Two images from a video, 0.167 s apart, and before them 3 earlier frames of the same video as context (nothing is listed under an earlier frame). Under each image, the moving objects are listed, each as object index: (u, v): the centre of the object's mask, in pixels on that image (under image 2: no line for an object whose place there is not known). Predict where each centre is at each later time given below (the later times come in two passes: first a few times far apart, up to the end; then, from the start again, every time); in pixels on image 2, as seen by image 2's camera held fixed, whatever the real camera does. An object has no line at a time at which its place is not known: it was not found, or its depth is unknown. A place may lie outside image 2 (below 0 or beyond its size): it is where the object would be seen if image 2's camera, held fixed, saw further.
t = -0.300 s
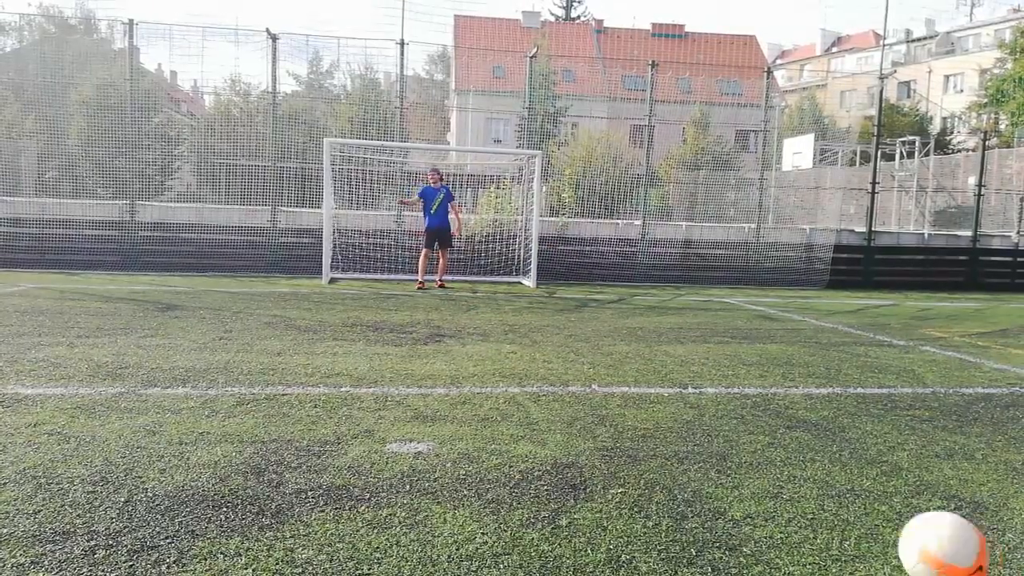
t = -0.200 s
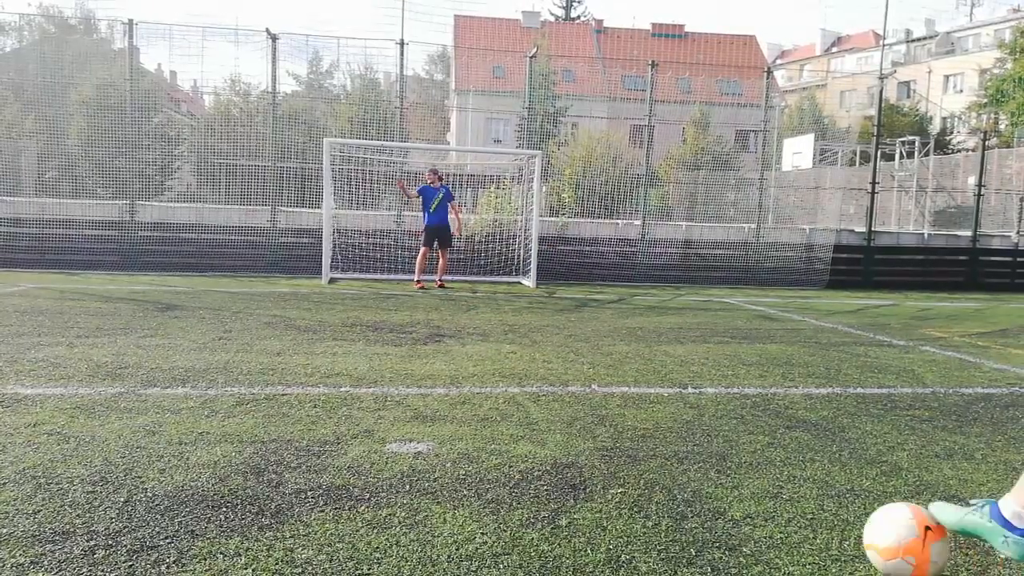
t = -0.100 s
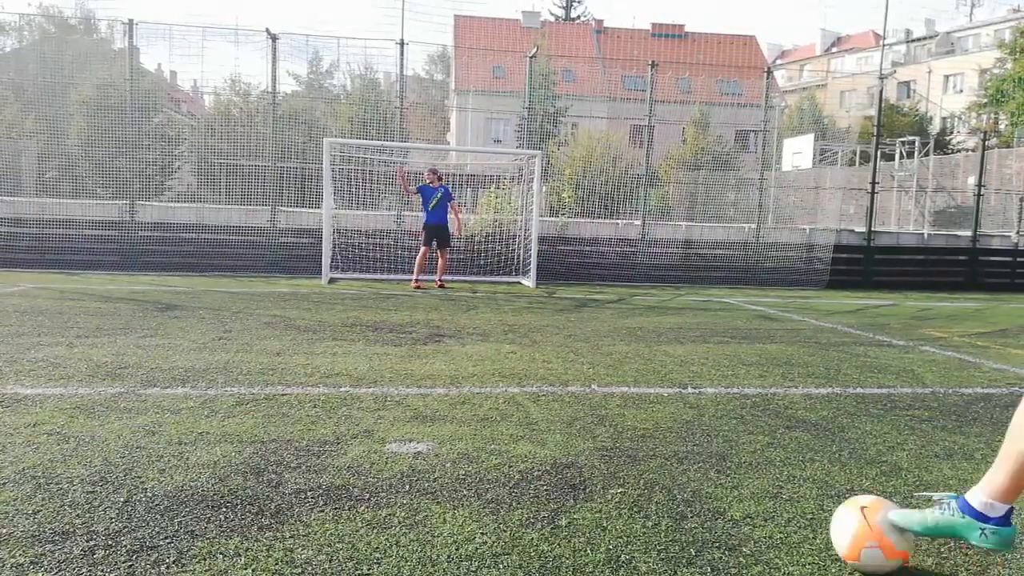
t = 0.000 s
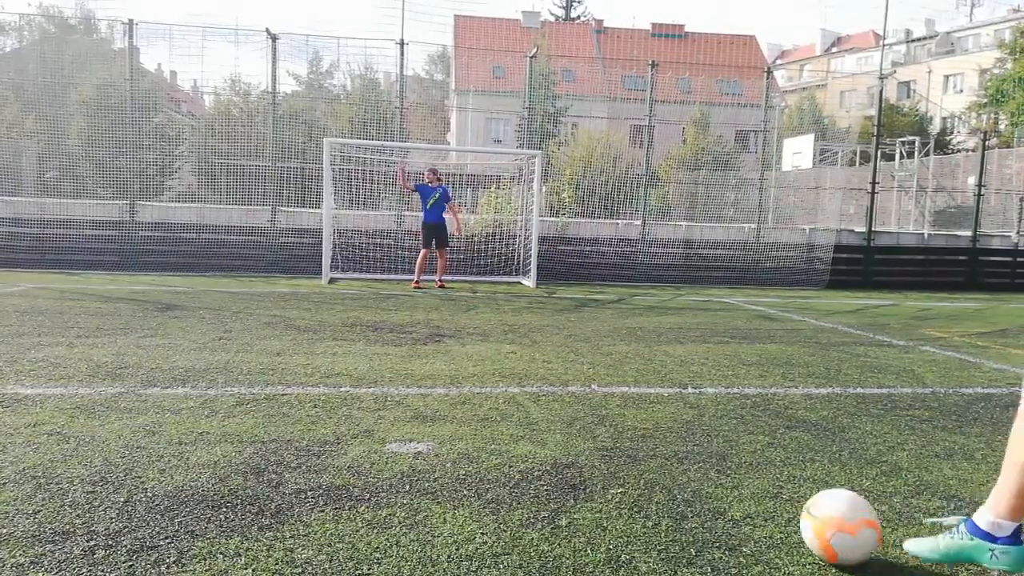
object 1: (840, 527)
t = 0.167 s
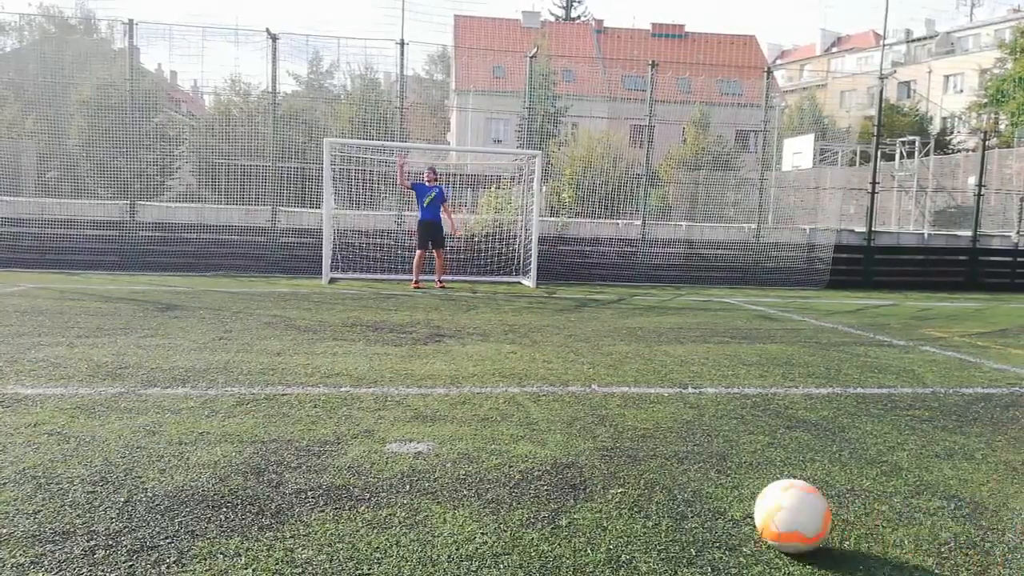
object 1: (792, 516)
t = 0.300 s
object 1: (760, 507)
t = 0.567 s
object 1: (706, 492)
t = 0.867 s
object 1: (665, 479)
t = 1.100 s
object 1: (640, 471)
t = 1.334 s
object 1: (621, 464)
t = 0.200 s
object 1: (783, 513)
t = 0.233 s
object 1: (775, 511)
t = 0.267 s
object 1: (767, 509)
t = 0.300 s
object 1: (760, 507)
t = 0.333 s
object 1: (752, 505)
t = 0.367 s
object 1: (745, 503)
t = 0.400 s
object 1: (737, 501)
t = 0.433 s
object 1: (731, 500)
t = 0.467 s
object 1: (725, 498)
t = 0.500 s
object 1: (718, 496)
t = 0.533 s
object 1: (712, 494)
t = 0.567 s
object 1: (706, 492)
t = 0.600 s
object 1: (701, 491)
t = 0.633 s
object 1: (696, 489)
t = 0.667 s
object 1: (692, 488)
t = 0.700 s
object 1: (687, 486)
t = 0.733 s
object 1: (682, 484)
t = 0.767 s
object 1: (678, 483)
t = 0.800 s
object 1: (673, 482)
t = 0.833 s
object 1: (669, 481)
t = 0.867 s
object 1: (665, 479)
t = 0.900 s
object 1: (661, 477)
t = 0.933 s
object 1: (657, 476)
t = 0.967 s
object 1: (654, 475)
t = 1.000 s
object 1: (650, 474)
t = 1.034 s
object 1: (646, 473)
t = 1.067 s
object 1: (644, 472)
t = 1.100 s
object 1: (640, 471)
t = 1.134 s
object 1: (638, 470)
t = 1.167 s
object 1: (635, 468)
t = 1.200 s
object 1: (632, 468)
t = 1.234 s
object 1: (629, 467)
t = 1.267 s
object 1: (627, 466)
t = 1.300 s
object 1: (624, 464)
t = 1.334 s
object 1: (621, 464)
